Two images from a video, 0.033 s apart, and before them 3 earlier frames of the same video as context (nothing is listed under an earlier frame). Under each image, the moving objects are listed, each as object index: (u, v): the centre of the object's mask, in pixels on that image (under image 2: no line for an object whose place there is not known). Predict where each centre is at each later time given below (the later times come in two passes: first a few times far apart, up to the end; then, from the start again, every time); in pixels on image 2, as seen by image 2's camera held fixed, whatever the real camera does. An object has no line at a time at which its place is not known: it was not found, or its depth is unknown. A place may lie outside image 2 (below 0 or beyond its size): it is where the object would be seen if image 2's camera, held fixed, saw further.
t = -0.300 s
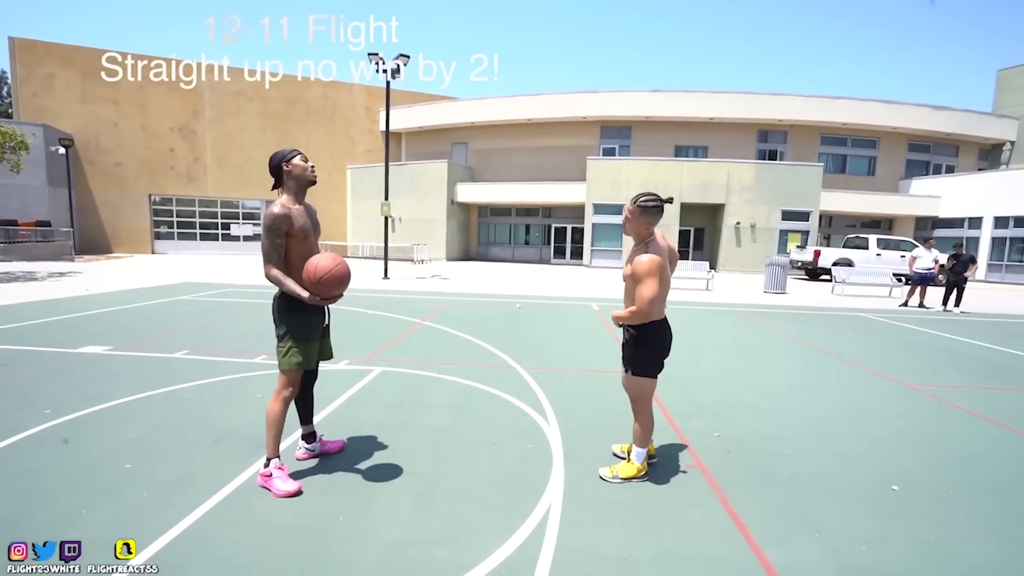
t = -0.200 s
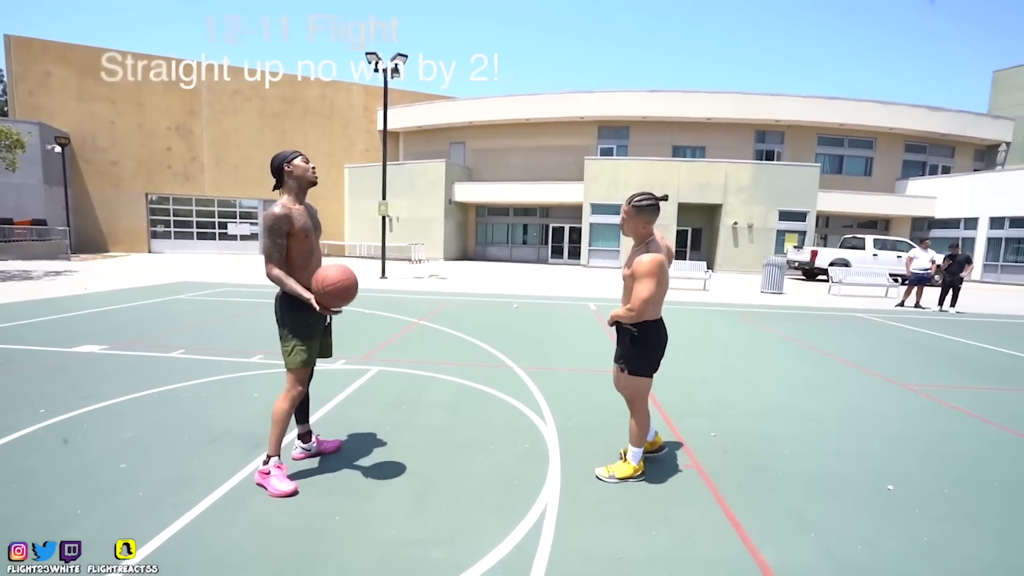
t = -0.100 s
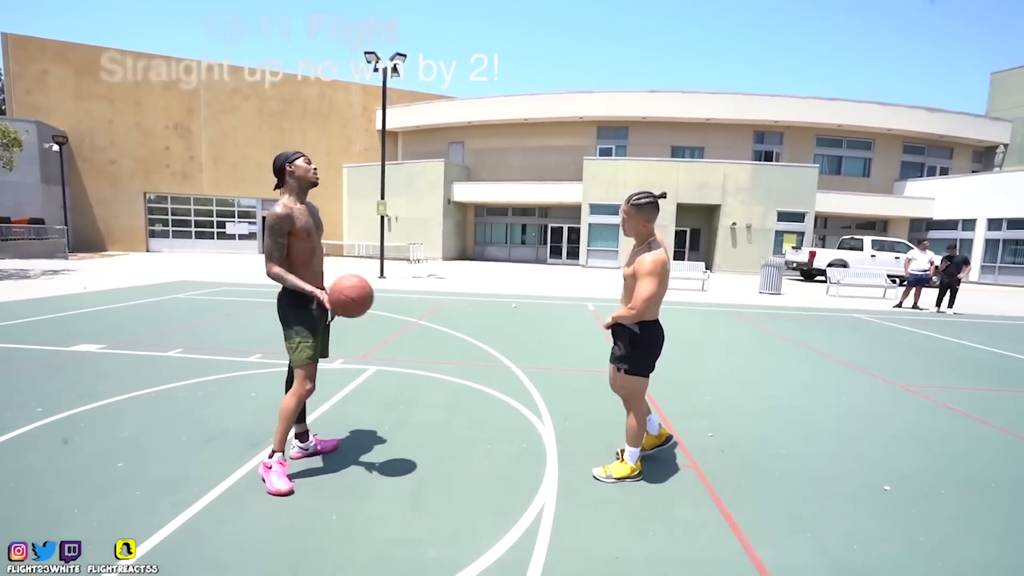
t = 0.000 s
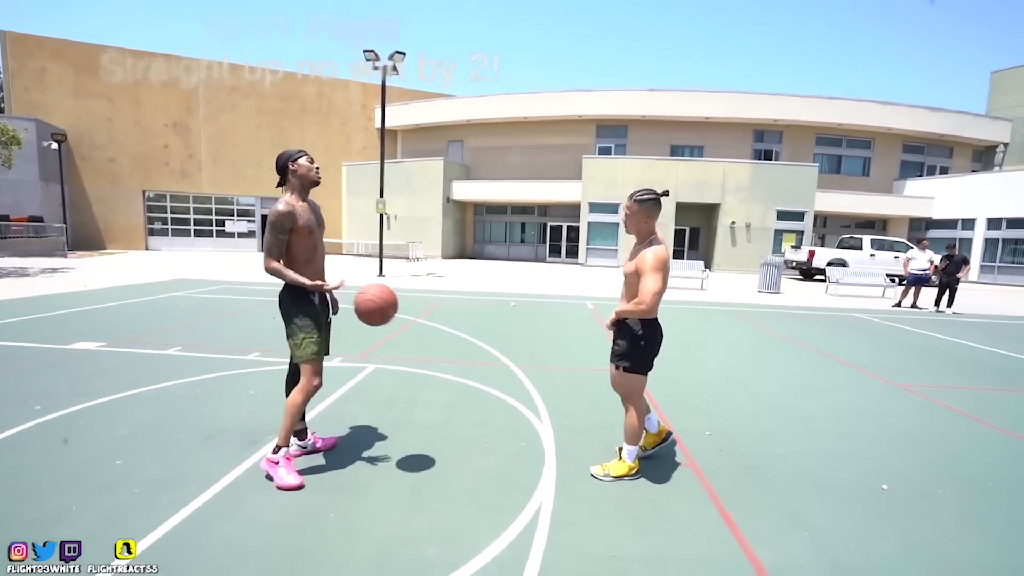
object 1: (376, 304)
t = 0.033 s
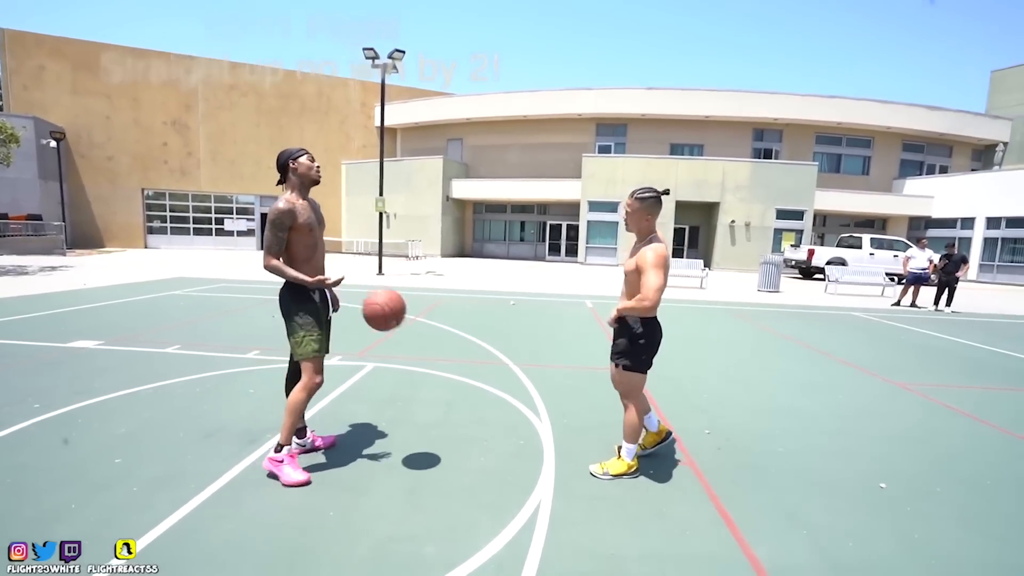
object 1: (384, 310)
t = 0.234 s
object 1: (433, 384)
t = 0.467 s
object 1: (490, 388)
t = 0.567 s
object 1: (515, 357)
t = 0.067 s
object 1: (393, 318)
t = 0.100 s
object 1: (401, 328)
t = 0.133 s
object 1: (409, 340)
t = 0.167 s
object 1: (418, 353)
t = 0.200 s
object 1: (426, 368)
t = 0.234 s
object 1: (433, 384)
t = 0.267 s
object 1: (441, 401)
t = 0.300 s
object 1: (448, 420)
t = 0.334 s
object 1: (455, 440)
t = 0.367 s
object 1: (464, 434)
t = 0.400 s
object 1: (473, 417)
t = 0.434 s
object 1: (481, 403)
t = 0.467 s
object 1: (490, 388)
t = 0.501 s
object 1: (498, 377)
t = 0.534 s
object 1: (507, 366)
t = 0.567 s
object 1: (515, 357)
